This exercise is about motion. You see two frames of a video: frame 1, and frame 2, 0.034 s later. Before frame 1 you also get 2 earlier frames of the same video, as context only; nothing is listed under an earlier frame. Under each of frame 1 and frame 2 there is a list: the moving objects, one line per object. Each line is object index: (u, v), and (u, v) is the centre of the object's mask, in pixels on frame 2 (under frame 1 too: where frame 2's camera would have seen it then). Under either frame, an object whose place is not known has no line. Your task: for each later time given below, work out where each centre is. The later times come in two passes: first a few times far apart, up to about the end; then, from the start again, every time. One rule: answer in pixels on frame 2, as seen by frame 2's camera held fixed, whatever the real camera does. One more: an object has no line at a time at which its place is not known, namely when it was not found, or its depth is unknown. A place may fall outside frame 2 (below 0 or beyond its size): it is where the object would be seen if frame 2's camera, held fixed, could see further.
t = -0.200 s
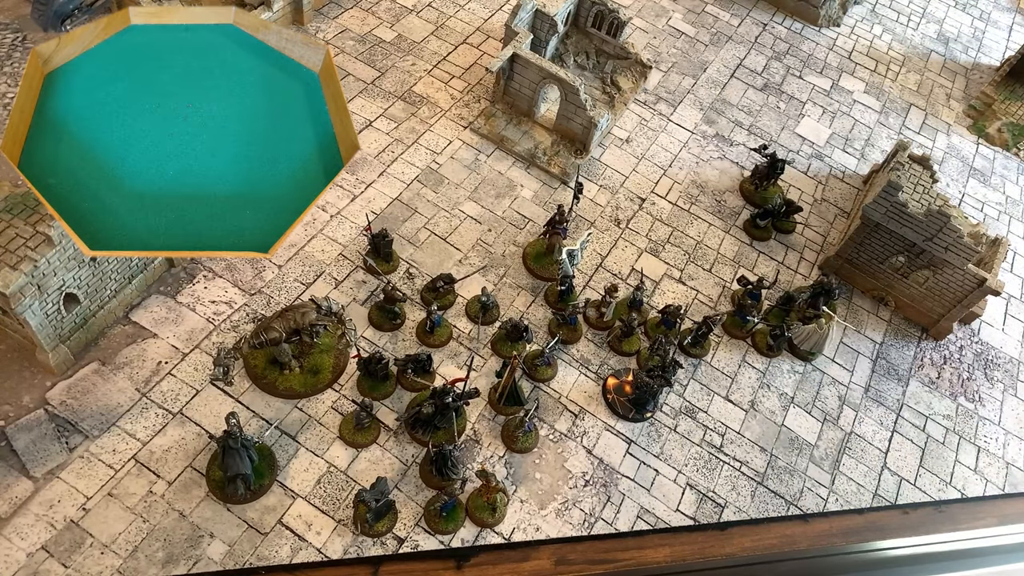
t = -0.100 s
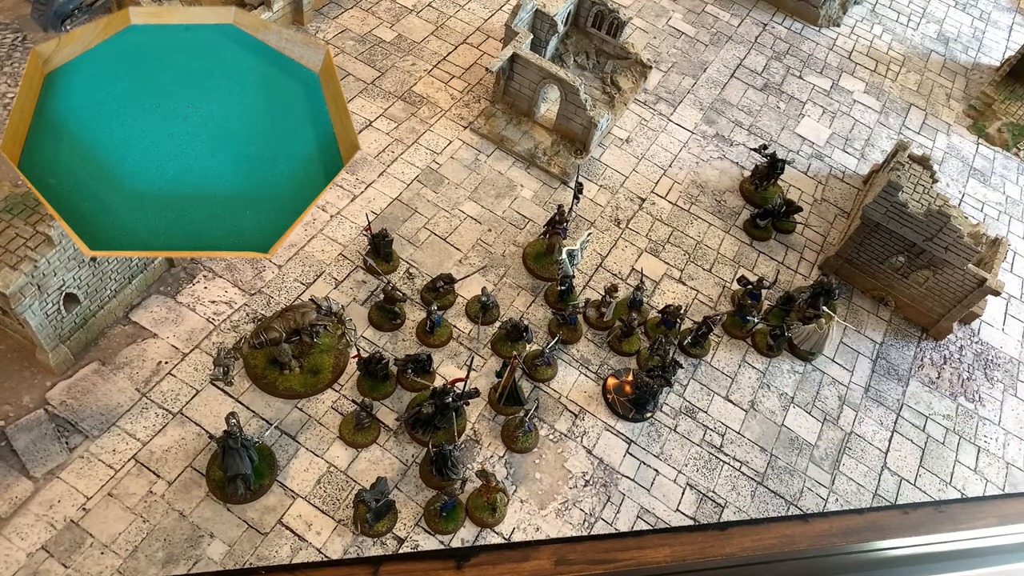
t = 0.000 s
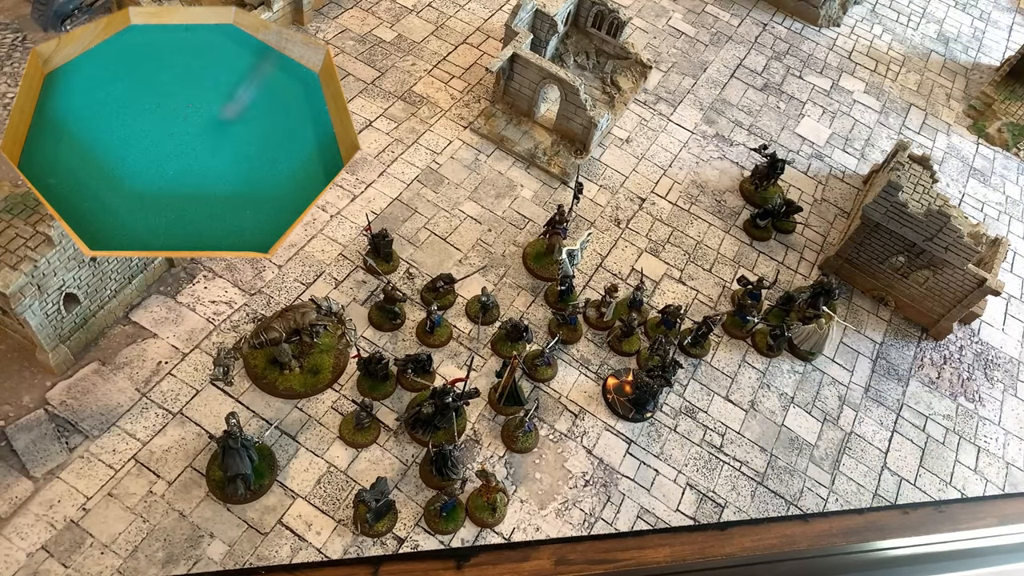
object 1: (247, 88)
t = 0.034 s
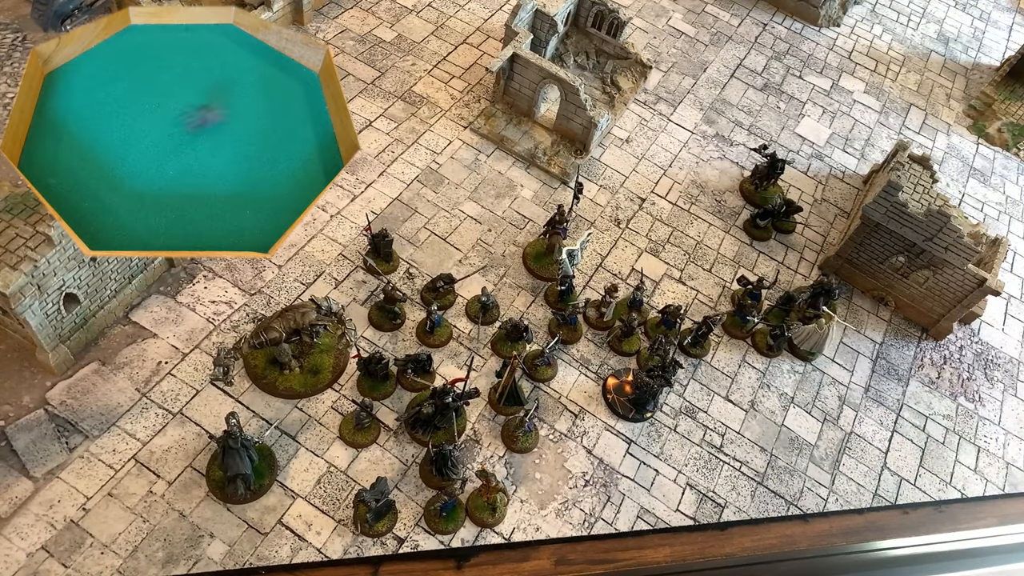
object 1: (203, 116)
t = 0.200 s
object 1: (79, 171)
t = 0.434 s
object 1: (146, 115)
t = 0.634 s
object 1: (177, 103)
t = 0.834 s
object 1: (176, 103)
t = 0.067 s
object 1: (164, 131)
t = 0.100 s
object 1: (120, 158)
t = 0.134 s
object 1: (71, 181)
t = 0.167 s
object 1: (62, 179)
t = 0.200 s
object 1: (79, 171)
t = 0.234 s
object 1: (89, 162)
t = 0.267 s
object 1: (101, 152)
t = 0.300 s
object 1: (114, 141)
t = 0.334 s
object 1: (123, 130)
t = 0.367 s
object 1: (133, 125)
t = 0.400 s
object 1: (141, 118)
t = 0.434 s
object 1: (146, 115)
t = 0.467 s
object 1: (151, 113)
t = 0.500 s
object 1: (155, 111)
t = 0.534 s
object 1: (161, 112)
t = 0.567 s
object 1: (168, 107)
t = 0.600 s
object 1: (173, 106)
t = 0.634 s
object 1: (177, 103)
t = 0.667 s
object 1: (176, 103)
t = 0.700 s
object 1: (176, 102)
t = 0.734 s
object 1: (175, 102)
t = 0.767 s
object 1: (176, 102)
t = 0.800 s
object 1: (176, 102)
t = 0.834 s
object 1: (176, 103)
